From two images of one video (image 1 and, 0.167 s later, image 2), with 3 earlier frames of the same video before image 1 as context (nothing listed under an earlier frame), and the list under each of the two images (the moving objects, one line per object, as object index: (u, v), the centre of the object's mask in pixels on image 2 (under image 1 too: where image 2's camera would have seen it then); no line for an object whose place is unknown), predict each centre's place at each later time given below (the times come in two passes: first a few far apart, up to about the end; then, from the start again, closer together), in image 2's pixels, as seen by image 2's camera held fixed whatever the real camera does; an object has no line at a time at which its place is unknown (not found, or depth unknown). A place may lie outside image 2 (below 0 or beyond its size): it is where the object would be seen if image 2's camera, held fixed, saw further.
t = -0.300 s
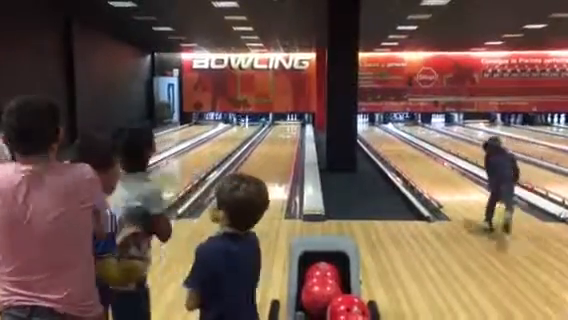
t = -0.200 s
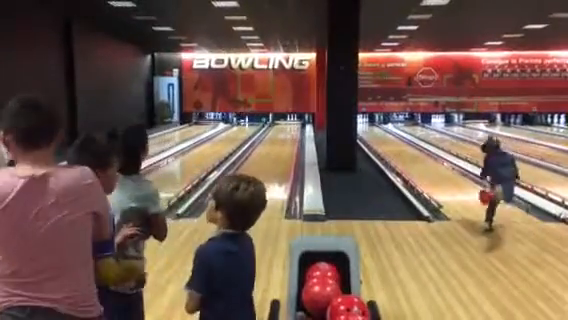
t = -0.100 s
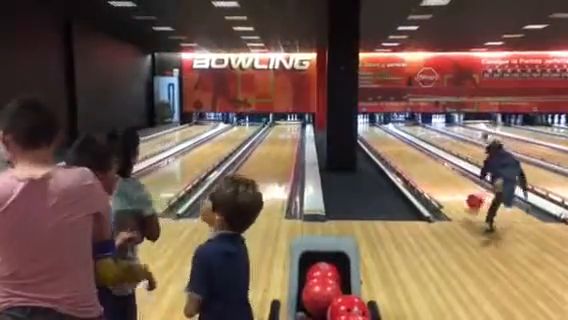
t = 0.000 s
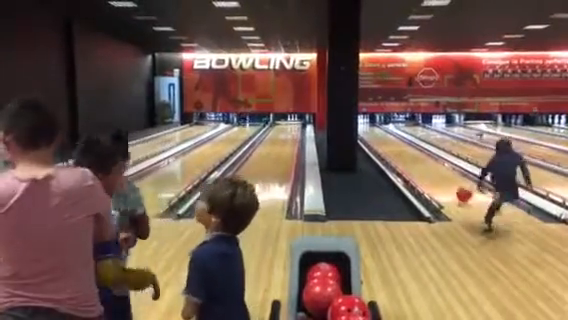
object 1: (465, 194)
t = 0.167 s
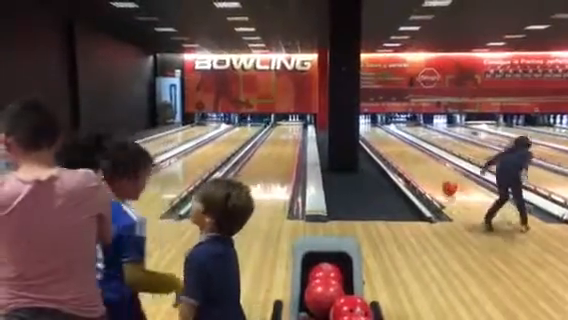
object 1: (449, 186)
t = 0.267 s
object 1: (441, 183)
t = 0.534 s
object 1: (423, 173)
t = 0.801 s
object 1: (408, 165)
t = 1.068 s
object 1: (396, 158)
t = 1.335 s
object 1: (389, 152)
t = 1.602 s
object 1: (386, 148)
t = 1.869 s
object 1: (384, 145)
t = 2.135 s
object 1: (380, 141)
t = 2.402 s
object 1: (379, 138)
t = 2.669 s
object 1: (377, 136)
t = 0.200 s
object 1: (446, 185)
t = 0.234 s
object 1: (444, 184)
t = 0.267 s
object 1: (441, 183)
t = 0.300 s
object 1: (438, 181)
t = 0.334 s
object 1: (436, 181)
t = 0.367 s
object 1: (434, 180)
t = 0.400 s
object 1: (432, 178)
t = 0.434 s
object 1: (429, 177)
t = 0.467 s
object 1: (426, 176)
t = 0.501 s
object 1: (424, 174)
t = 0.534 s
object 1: (423, 173)
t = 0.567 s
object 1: (421, 172)
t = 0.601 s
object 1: (418, 171)
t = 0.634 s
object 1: (417, 170)
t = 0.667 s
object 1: (415, 169)
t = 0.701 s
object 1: (413, 168)
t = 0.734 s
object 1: (411, 167)
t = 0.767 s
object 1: (410, 167)
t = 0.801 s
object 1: (408, 165)
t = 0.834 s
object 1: (408, 165)
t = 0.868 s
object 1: (405, 164)
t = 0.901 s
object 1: (404, 163)
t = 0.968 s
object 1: (400, 161)
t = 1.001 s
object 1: (399, 160)
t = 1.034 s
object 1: (397, 159)
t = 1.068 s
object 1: (396, 158)
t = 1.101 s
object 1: (395, 157)
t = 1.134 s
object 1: (394, 156)
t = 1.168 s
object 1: (393, 156)
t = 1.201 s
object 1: (392, 155)
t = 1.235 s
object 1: (391, 154)
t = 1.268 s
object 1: (390, 154)
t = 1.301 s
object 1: (390, 153)
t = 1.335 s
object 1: (389, 152)
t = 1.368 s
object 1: (390, 152)
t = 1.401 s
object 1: (389, 152)
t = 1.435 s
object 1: (388, 151)
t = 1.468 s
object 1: (388, 151)
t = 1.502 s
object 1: (387, 150)
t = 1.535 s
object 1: (387, 150)
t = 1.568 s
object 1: (387, 149)
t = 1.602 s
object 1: (386, 148)
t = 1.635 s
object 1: (386, 147)
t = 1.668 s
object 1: (385, 147)
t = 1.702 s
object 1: (385, 147)
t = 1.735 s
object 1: (385, 146)
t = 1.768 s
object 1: (384, 146)
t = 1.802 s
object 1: (384, 146)
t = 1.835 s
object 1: (384, 145)
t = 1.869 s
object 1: (384, 145)
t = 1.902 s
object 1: (384, 145)
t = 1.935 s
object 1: (383, 145)
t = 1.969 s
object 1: (382, 144)
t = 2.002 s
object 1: (382, 144)
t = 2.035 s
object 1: (382, 144)
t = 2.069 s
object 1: (380, 142)
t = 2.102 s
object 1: (381, 142)
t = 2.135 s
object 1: (380, 141)
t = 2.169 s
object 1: (380, 140)
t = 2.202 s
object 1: (380, 140)
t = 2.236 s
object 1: (380, 140)
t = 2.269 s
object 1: (380, 140)
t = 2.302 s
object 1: (380, 140)
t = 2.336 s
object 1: (379, 139)
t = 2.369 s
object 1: (379, 139)
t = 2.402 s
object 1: (379, 138)
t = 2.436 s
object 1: (379, 138)
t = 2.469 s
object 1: (378, 138)
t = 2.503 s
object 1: (379, 138)
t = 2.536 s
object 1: (378, 137)
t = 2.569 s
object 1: (378, 137)
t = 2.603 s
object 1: (378, 137)
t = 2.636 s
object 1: (378, 136)
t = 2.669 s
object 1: (377, 136)
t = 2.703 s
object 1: (377, 136)
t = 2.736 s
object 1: (377, 135)
